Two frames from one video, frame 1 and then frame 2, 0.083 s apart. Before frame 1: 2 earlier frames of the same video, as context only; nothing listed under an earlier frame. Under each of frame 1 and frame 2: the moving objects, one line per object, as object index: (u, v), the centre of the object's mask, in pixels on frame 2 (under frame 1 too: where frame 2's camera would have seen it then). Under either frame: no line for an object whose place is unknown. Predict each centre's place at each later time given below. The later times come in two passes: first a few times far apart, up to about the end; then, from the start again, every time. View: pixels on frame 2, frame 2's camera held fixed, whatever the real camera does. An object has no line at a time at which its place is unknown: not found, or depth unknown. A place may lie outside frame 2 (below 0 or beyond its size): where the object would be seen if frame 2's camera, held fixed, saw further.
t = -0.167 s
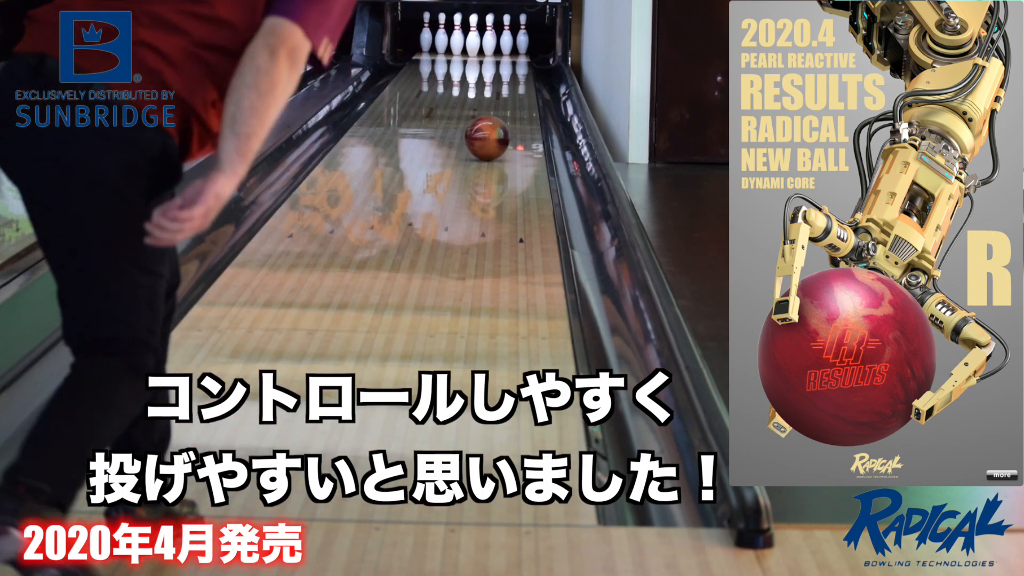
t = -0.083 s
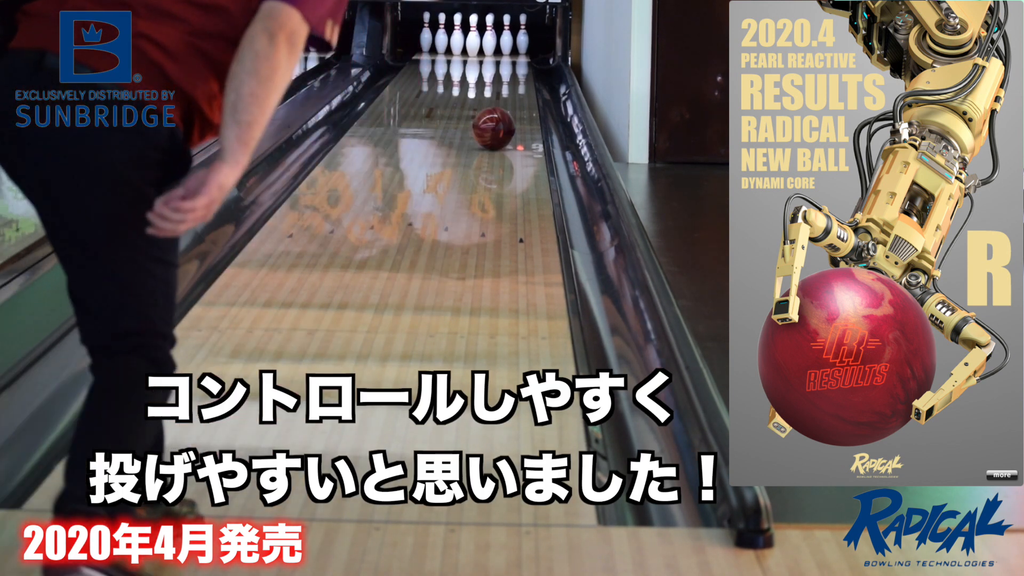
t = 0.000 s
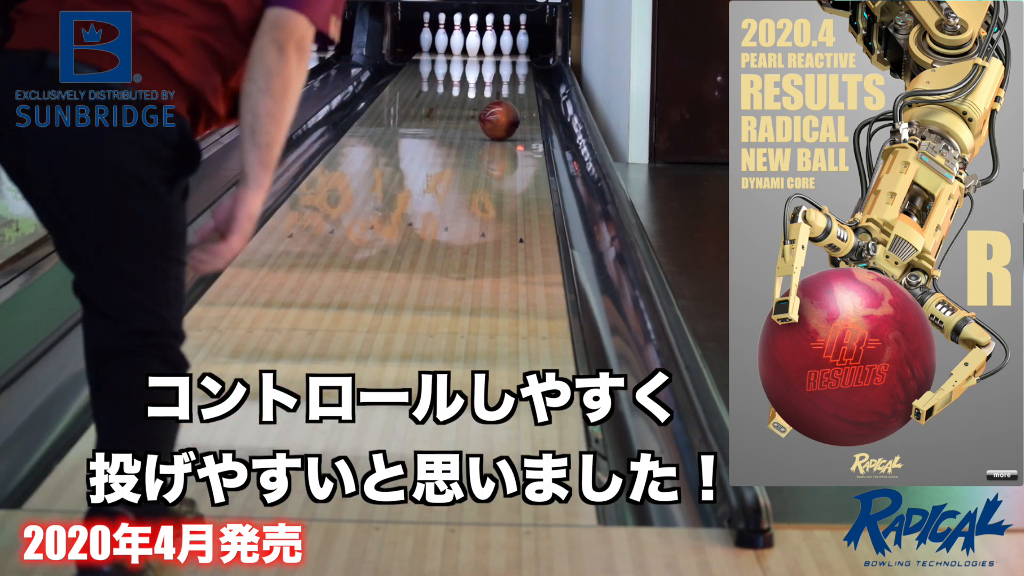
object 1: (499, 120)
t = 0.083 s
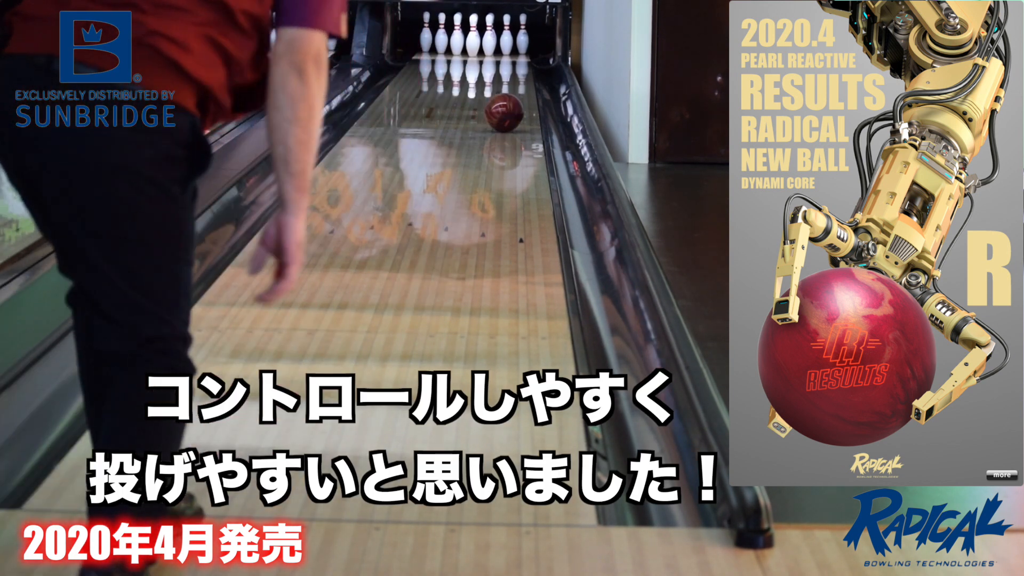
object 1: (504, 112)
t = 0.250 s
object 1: (512, 99)
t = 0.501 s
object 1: (519, 82)
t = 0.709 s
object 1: (518, 70)
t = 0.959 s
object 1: (509, 60)
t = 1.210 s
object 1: (493, 51)
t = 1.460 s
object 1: (482, 44)
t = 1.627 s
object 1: (484, 43)
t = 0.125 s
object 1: (506, 108)
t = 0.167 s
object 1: (508, 105)
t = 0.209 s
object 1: (510, 102)
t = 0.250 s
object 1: (512, 99)
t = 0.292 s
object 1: (514, 95)
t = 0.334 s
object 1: (515, 93)
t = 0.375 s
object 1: (516, 89)
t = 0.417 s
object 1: (517, 87)
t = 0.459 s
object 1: (518, 84)
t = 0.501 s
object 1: (519, 82)
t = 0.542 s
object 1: (519, 79)
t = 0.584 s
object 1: (519, 77)
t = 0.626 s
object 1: (519, 75)
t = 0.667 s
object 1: (519, 73)
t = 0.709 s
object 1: (518, 70)
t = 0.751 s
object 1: (517, 69)
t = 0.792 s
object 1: (516, 67)
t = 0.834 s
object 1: (515, 65)
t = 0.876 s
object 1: (513, 63)
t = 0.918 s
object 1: (512, 62)
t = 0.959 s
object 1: (509, 60)
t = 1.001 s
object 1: (508, 59)
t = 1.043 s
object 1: (505, 57)
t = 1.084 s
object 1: (503, 56)
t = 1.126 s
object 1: (499, 54)
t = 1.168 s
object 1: (497, 53)
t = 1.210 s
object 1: (493, 51)
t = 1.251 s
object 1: (491, 50)
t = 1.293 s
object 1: (488, 49)
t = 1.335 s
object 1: (486, 47)
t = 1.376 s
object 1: (482, 46)
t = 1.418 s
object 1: (481, 45)
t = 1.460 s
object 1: (482, 44)
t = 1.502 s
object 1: (481, 44)
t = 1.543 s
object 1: (481, 44)
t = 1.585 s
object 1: (482, 43)
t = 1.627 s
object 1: (484, 43)
